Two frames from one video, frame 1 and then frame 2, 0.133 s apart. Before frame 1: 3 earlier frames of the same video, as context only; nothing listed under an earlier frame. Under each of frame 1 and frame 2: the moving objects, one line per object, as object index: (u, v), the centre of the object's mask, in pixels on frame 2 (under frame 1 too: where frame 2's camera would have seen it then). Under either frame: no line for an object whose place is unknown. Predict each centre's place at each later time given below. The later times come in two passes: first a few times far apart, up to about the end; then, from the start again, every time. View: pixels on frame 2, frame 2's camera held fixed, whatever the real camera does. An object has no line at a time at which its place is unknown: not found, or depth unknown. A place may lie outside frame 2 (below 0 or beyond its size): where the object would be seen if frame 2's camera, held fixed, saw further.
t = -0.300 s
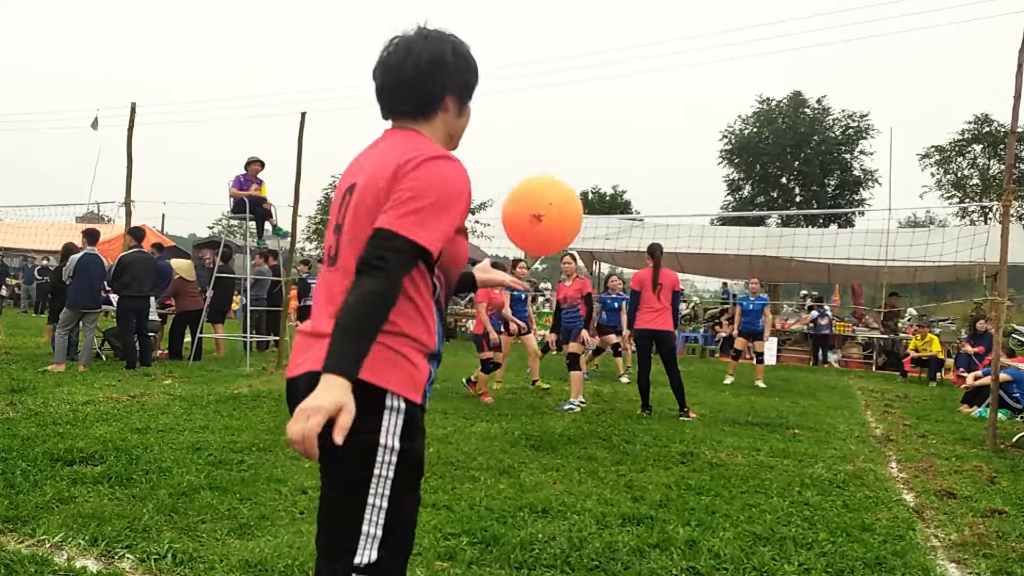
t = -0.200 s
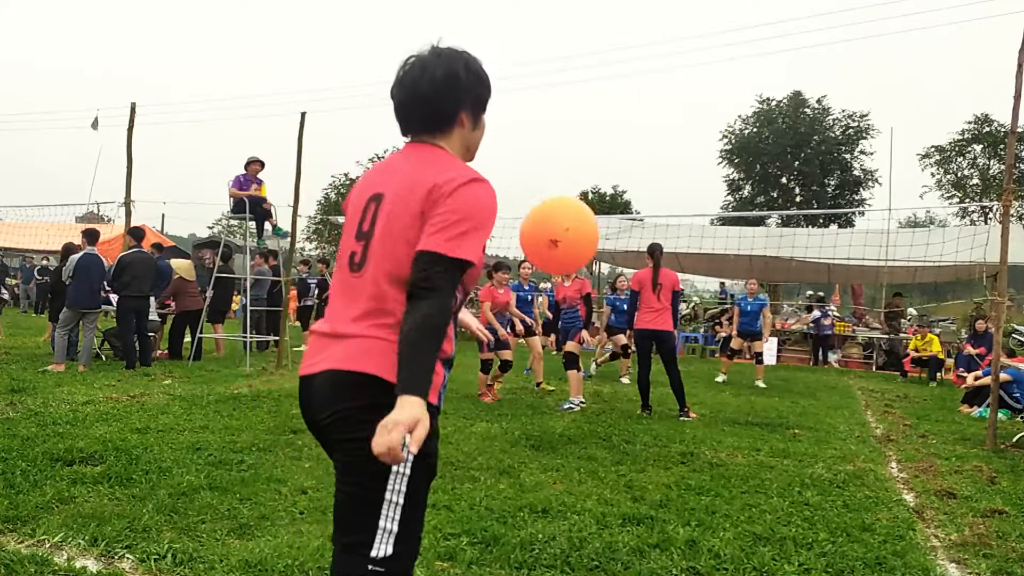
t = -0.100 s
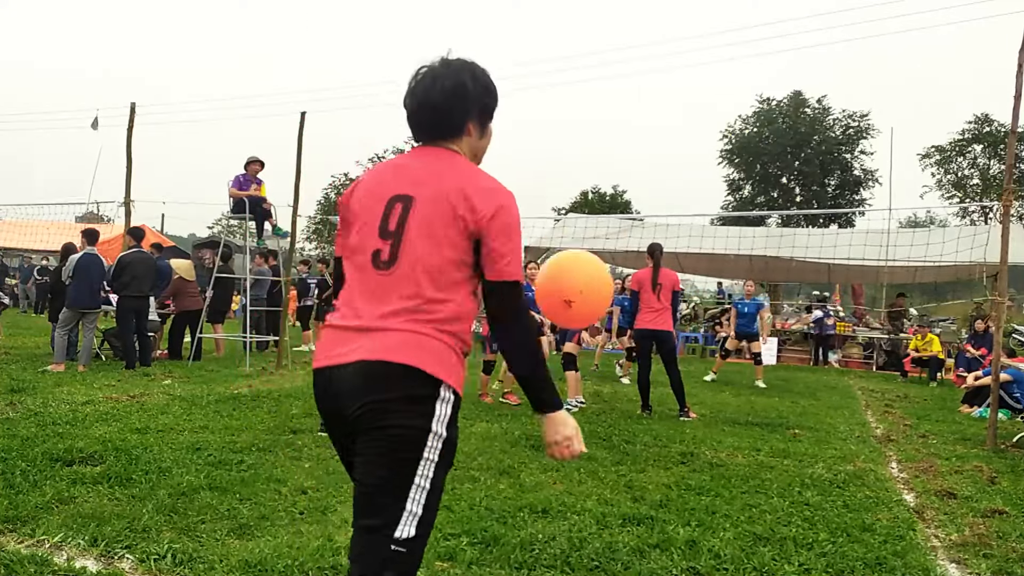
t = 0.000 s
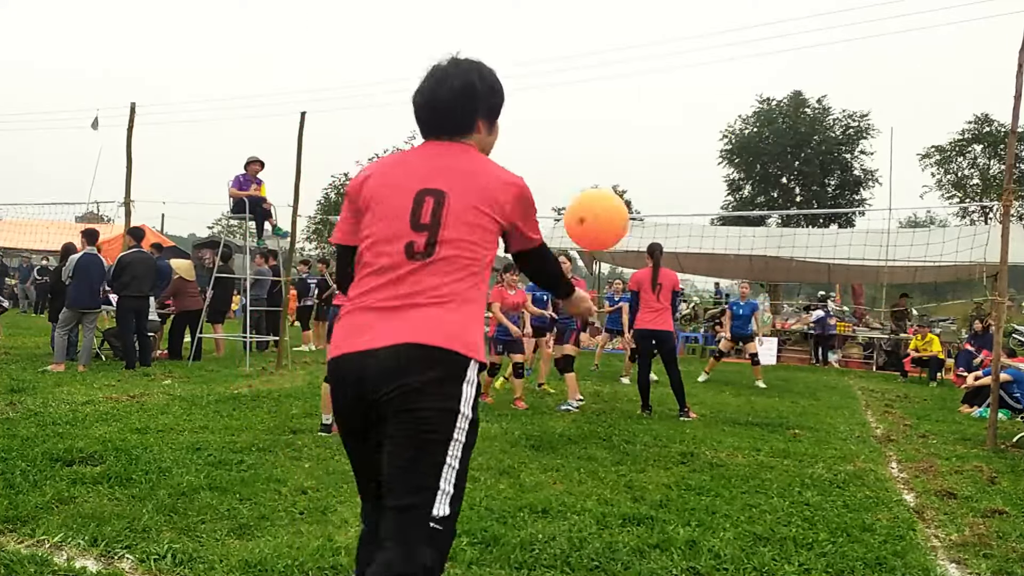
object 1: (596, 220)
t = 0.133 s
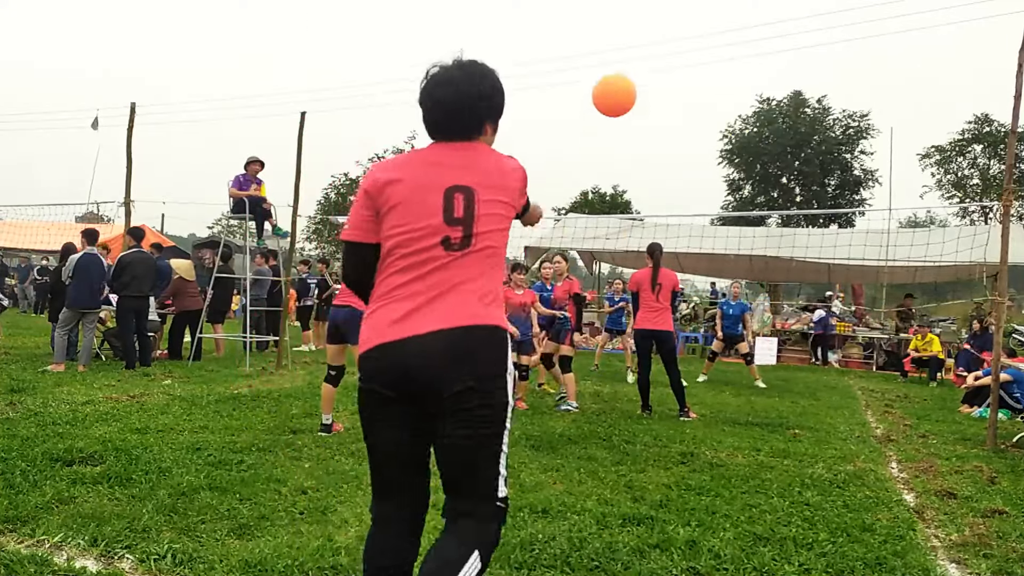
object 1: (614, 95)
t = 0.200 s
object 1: (618, 69)
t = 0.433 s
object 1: (622, 54)
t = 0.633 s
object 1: (618, 91)
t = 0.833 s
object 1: (612, 150)
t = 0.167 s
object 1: (616, 80)
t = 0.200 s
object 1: (618, 69)
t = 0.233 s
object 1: (619, 60)
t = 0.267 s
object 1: (620, 54)
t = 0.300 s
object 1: (621, 51)
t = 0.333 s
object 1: (622, 49)
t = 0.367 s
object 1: (622, 49)
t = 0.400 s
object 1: (622, 51)
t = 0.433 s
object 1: (622, 54)
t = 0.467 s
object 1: (621, 58)
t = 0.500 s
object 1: (621, 63)
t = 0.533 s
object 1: (620, 69)
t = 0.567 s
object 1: (620, 76)
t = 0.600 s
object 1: (619, 83)
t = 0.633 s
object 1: (618, 91)
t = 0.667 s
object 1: (617, 100)
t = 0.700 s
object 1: (616, 109)
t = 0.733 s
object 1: (615, 118)
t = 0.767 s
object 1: (614, 128)
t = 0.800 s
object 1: (613, 139)
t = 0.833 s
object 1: (612, 150)
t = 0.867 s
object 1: (611, 161)
